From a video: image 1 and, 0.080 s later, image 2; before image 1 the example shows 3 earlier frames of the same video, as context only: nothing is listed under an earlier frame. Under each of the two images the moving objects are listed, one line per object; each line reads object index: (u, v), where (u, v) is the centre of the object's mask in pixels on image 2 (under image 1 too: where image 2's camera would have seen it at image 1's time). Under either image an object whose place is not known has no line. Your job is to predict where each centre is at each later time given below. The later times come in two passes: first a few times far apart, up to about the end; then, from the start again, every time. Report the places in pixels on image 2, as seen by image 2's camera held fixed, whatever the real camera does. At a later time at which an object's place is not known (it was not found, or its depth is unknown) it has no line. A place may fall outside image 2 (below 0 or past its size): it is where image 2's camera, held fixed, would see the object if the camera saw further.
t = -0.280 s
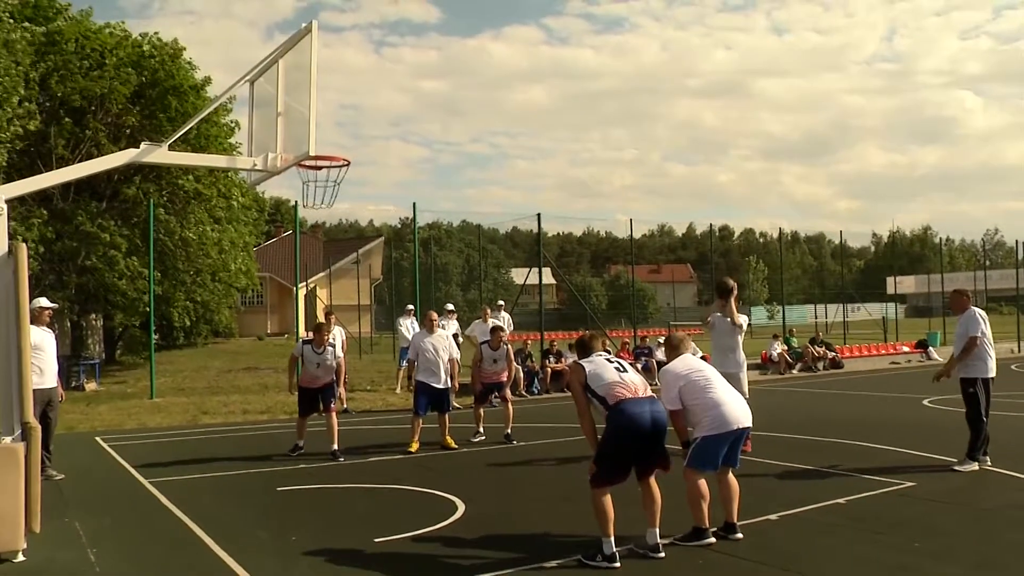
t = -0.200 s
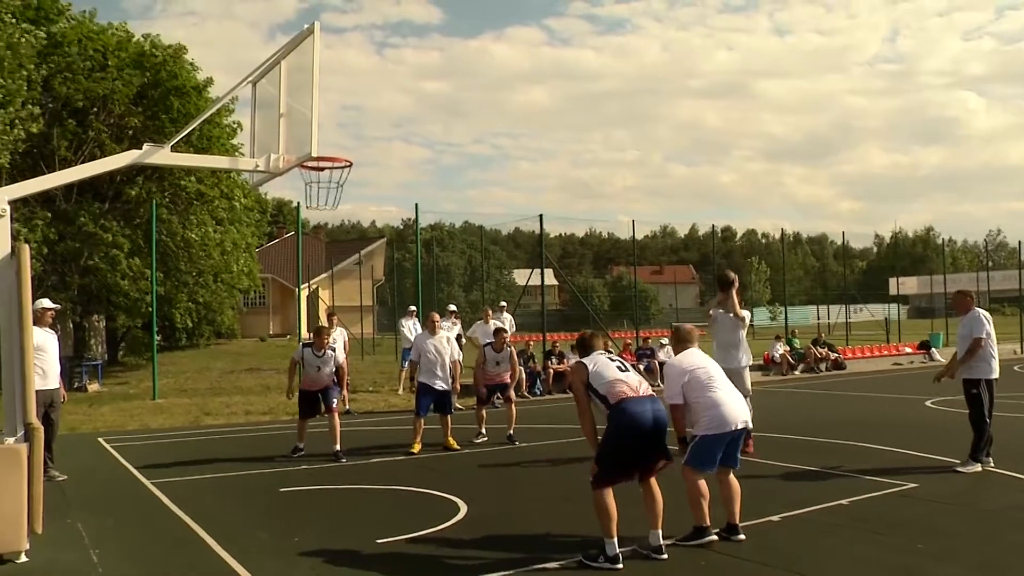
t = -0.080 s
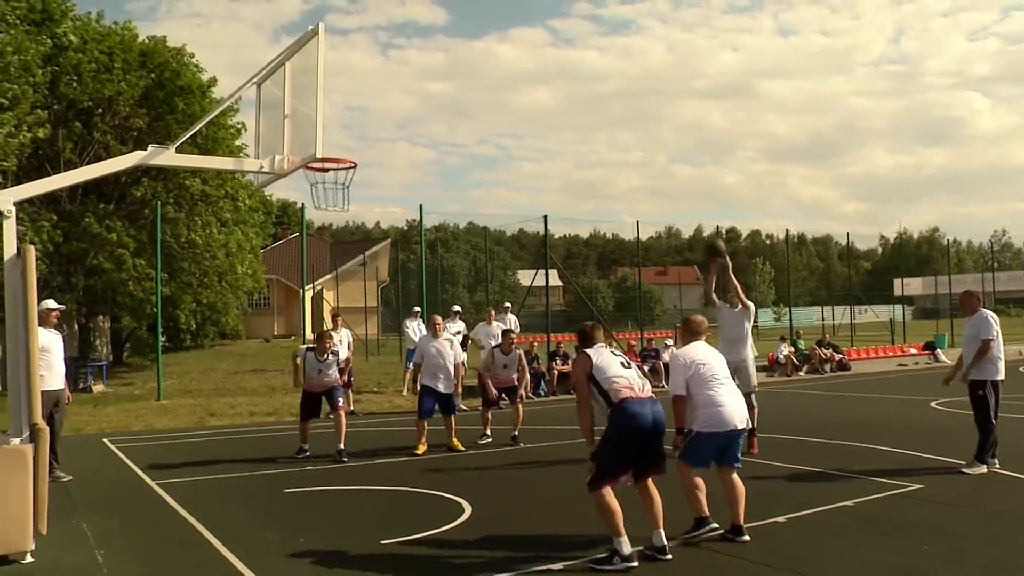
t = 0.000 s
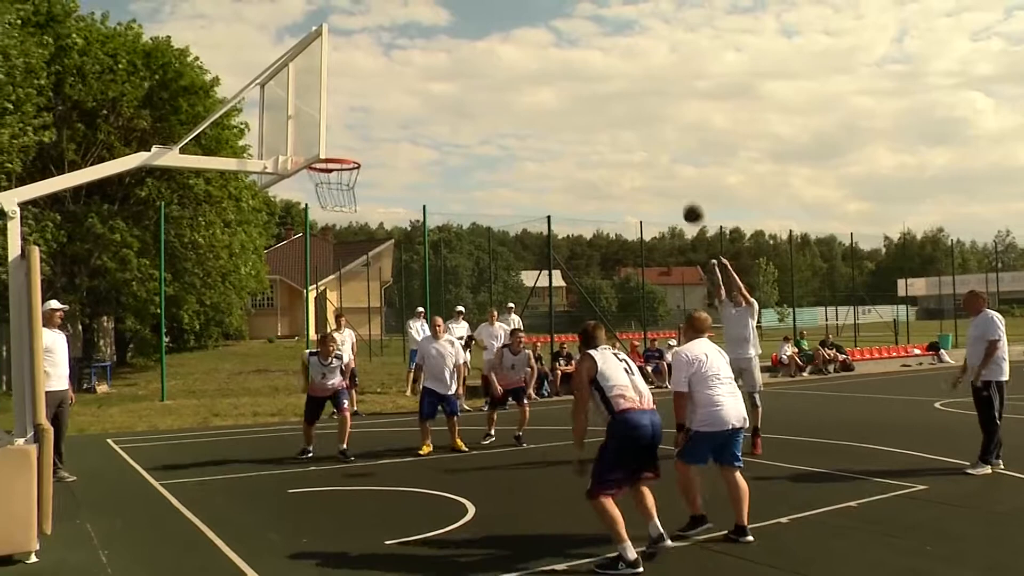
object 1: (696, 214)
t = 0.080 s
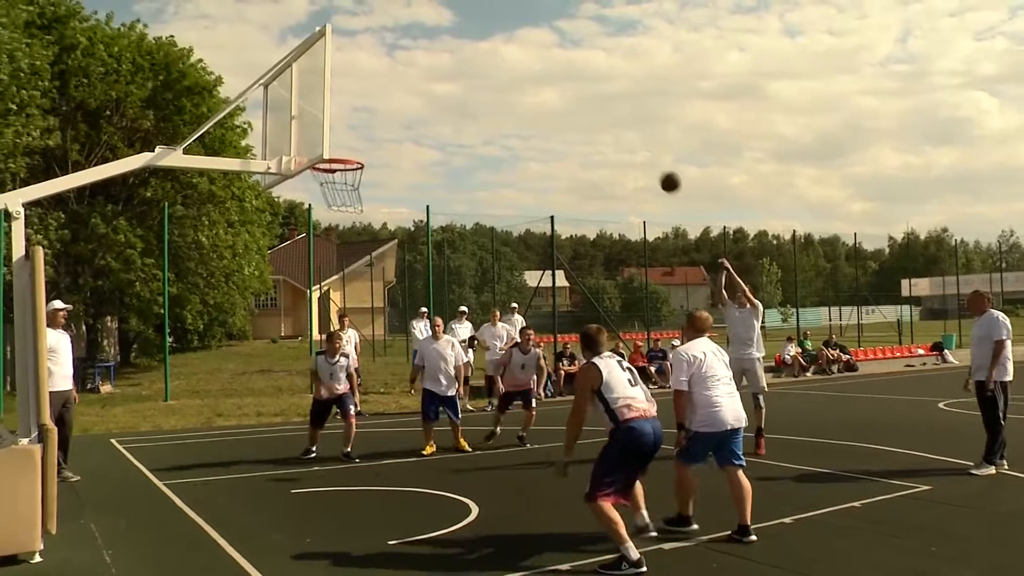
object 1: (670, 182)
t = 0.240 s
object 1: (615, 130)
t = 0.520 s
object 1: (514, 84)
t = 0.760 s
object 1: (419, 101)
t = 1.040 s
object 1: (322, 178)
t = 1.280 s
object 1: (340, 184)
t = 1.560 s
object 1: (349, 227)
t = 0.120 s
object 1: (656, 168)
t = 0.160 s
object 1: (643, 154)
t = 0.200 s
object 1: (629, 142)
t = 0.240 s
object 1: (615, 130)
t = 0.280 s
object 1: (601, 120)
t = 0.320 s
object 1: (587, 111)
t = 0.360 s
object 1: (573, 103)
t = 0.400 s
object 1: (559, 96)
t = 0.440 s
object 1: (544, 91)
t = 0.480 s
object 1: (529, 87)
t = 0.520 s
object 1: (514, 84)
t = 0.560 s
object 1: (499, 83)
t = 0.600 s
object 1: (484, 83)
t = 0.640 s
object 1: (468, 85)
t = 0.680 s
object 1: (452, 89)
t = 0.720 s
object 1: (436, 94)
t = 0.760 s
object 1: (419, 101)
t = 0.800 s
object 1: (402, 110)
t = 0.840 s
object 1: (385, 120)
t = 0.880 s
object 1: (367, 132)
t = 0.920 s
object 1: (349, 147)
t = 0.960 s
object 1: (331, 165)
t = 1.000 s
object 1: (321, 176)
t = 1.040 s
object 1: (322, 178)
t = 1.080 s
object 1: (325, 177)
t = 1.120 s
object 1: (327, 176)
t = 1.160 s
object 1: (331, 177)
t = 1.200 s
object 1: (334, 179)
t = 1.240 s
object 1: (337, 182)
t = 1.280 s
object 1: (340, 184)
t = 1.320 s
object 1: (342, 187)
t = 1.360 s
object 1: (344, 191)
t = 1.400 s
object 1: (344, 196)
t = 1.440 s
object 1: (346, 202)
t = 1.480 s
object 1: (347, 208)
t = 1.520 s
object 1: (348, 217)
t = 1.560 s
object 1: (349, 227)
